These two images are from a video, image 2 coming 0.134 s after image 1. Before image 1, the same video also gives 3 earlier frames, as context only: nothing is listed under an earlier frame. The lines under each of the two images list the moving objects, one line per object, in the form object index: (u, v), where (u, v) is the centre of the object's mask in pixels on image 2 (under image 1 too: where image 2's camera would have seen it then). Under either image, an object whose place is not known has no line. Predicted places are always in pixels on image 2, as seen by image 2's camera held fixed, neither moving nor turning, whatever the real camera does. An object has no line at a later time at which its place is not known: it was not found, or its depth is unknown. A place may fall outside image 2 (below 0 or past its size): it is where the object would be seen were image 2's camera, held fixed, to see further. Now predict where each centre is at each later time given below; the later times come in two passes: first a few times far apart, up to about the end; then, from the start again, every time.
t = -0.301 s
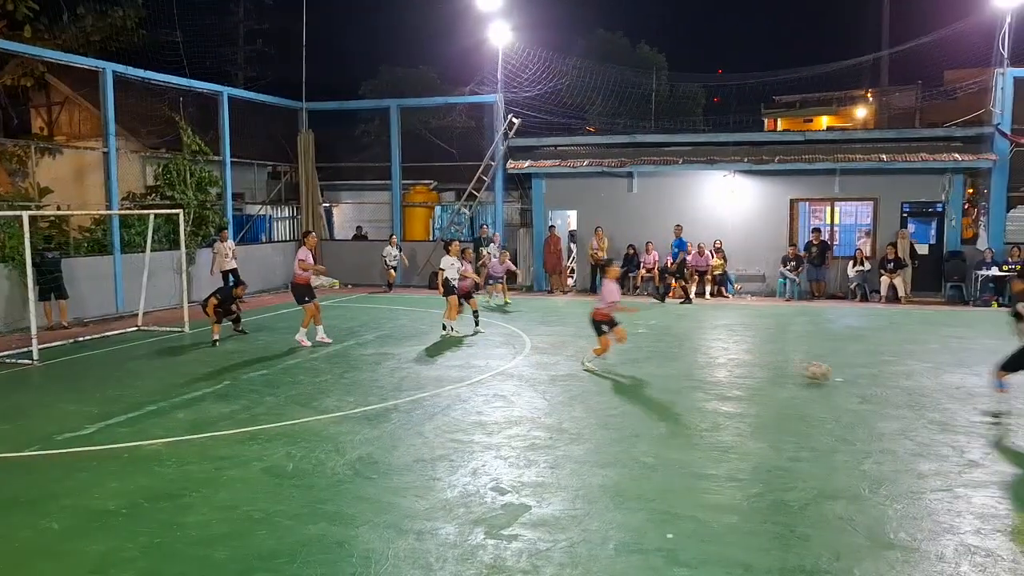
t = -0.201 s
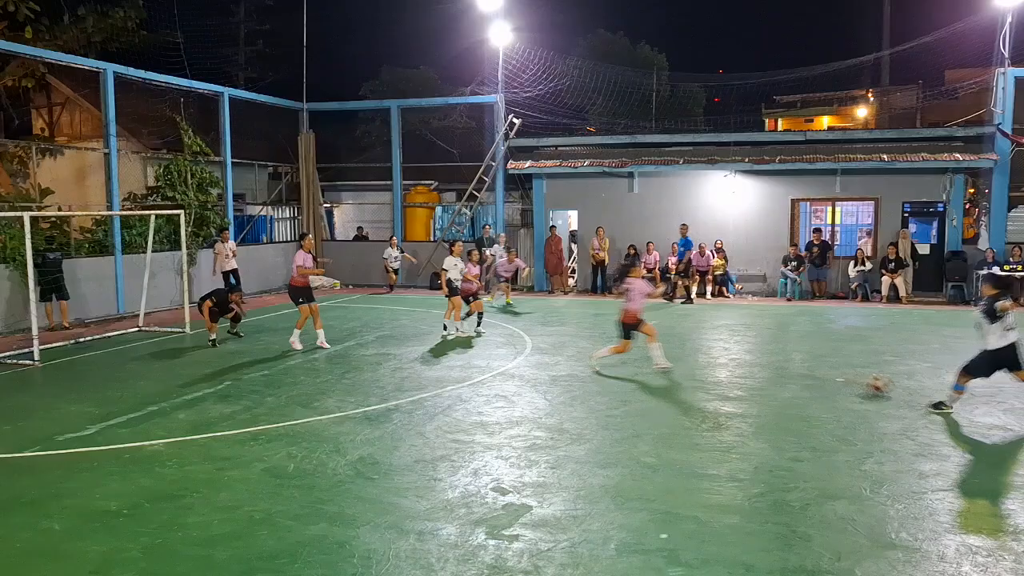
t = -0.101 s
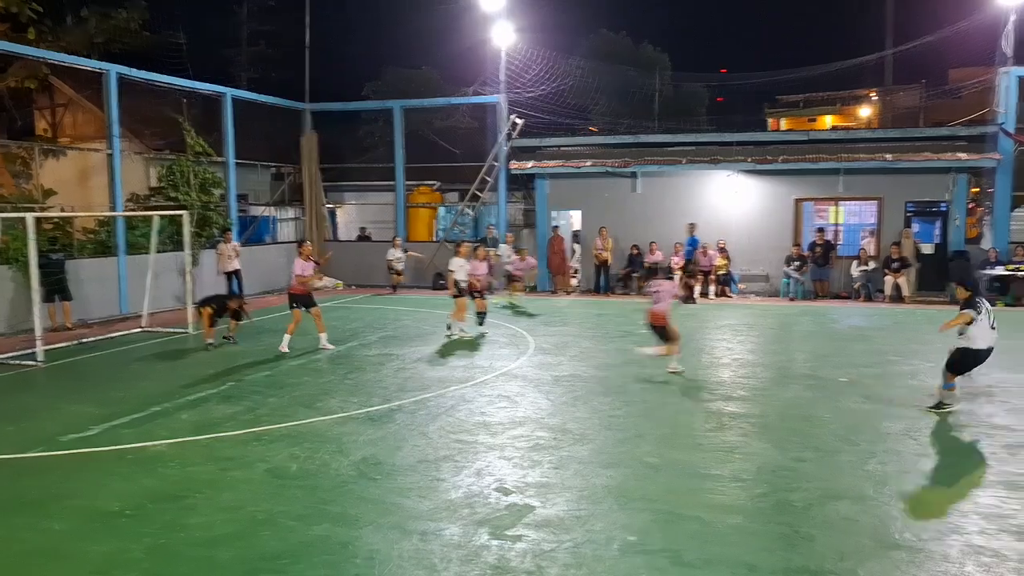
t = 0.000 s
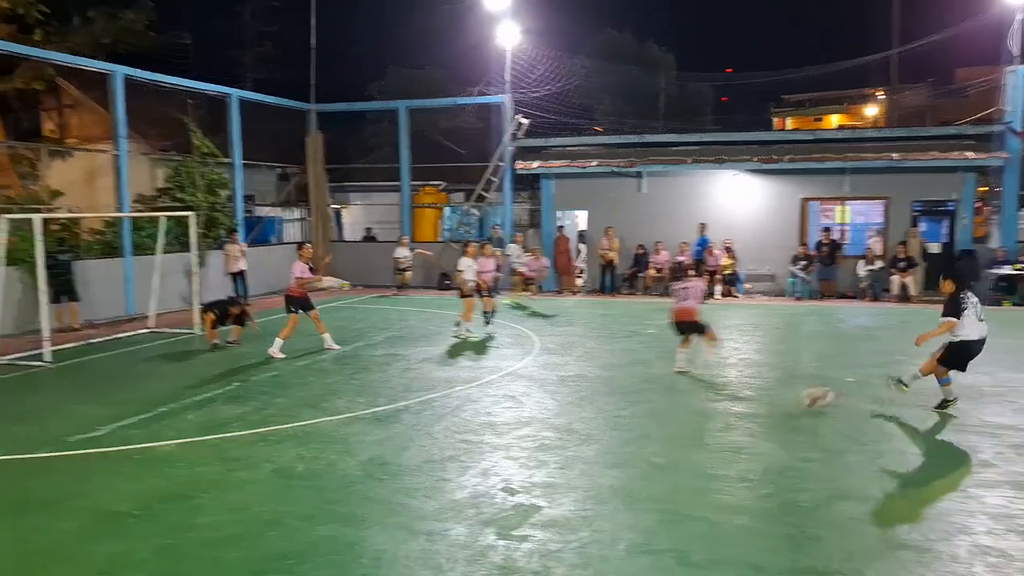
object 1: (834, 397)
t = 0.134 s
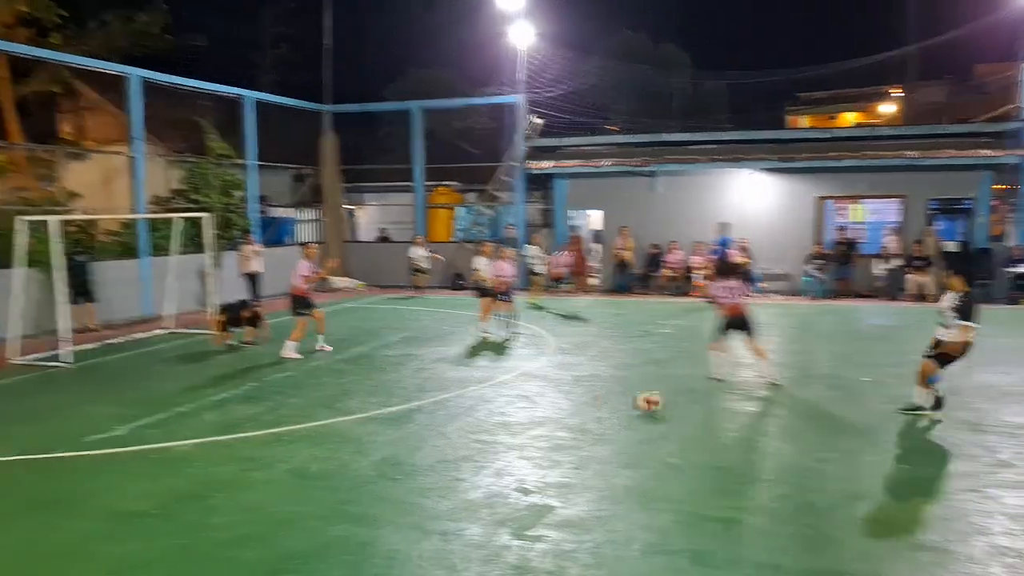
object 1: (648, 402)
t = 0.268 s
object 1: (493, 405)
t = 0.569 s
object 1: (184, 421)
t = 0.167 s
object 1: (611, 400)
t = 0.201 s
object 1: (568, 401)
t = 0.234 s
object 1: (531, 402)
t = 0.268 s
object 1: (493, 405)
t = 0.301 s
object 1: (452, 407)
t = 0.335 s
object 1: (418, 409)
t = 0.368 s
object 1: (380, 410)
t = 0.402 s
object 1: (347, 412)
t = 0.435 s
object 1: (314, 413)
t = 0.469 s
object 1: (281, 413)
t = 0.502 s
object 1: (251, 415)
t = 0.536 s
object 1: (217, 417)
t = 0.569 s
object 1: (184, 421)
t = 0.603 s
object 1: (152, 423)
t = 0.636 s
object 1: (117, 422)
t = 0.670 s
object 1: (88, 423)
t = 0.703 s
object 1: (53, 425)
